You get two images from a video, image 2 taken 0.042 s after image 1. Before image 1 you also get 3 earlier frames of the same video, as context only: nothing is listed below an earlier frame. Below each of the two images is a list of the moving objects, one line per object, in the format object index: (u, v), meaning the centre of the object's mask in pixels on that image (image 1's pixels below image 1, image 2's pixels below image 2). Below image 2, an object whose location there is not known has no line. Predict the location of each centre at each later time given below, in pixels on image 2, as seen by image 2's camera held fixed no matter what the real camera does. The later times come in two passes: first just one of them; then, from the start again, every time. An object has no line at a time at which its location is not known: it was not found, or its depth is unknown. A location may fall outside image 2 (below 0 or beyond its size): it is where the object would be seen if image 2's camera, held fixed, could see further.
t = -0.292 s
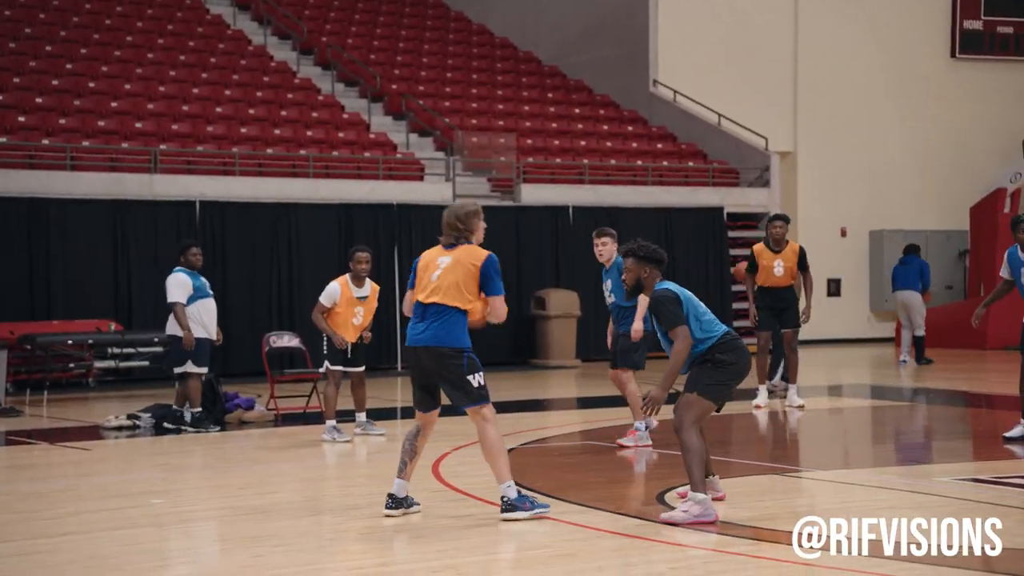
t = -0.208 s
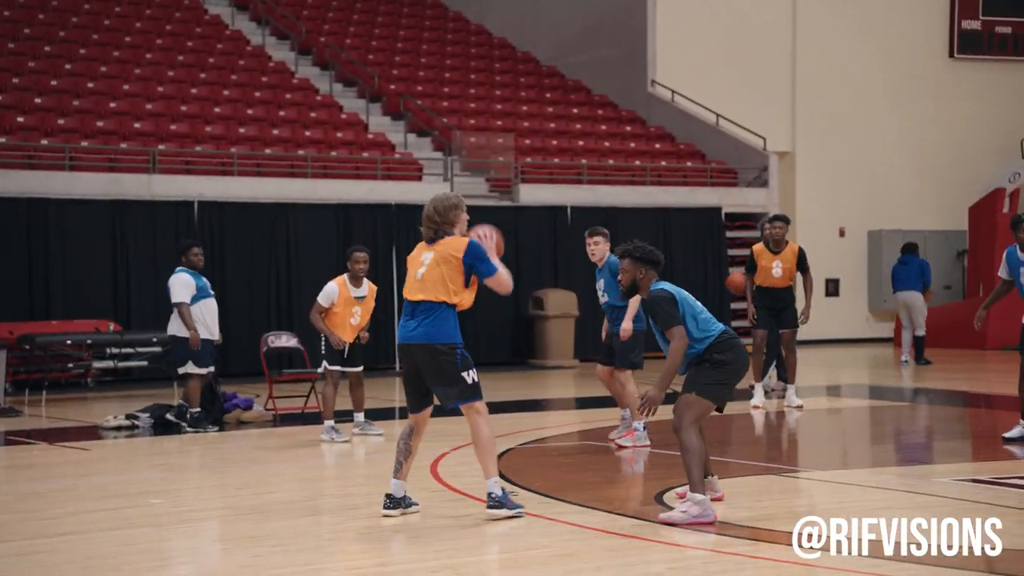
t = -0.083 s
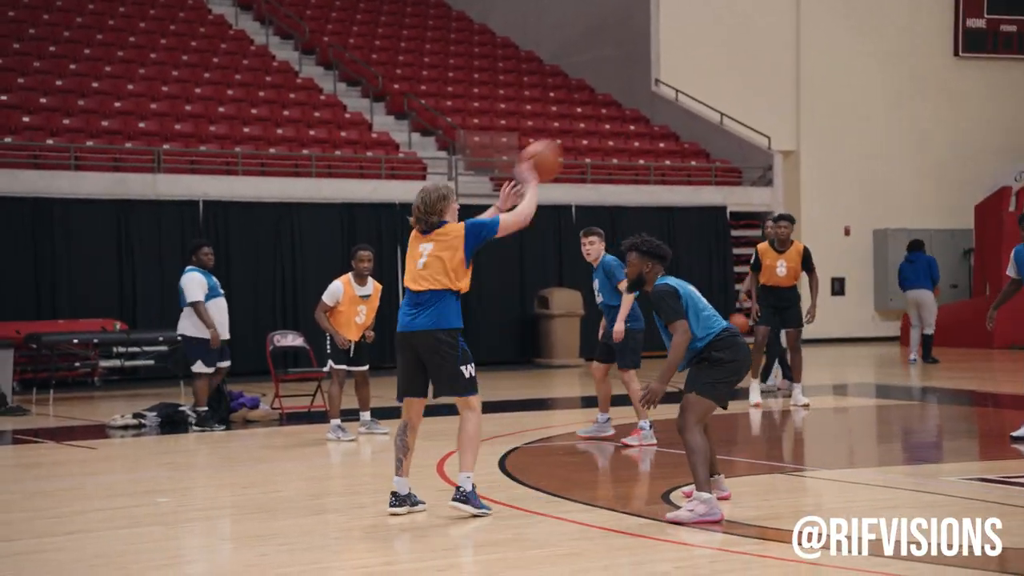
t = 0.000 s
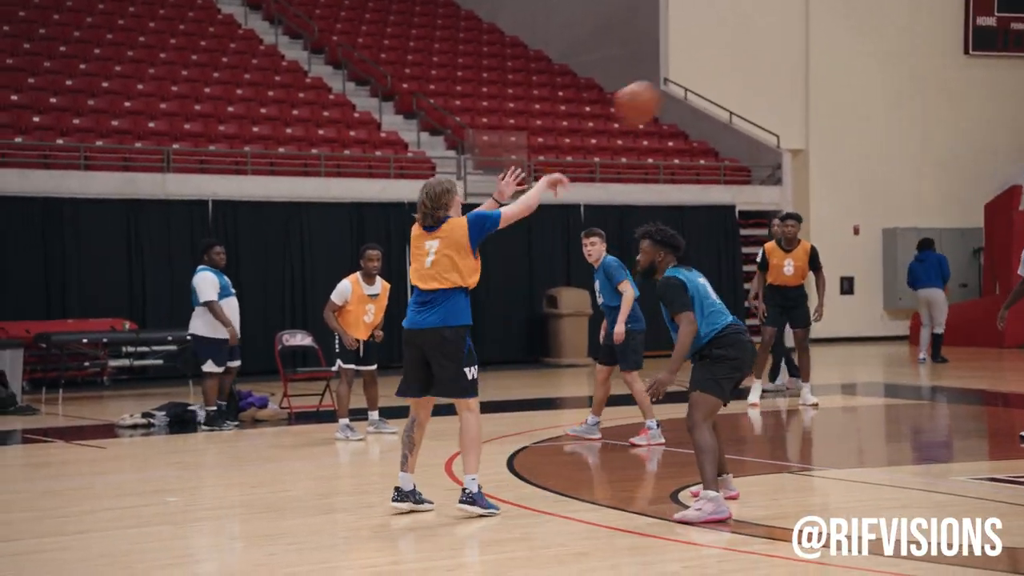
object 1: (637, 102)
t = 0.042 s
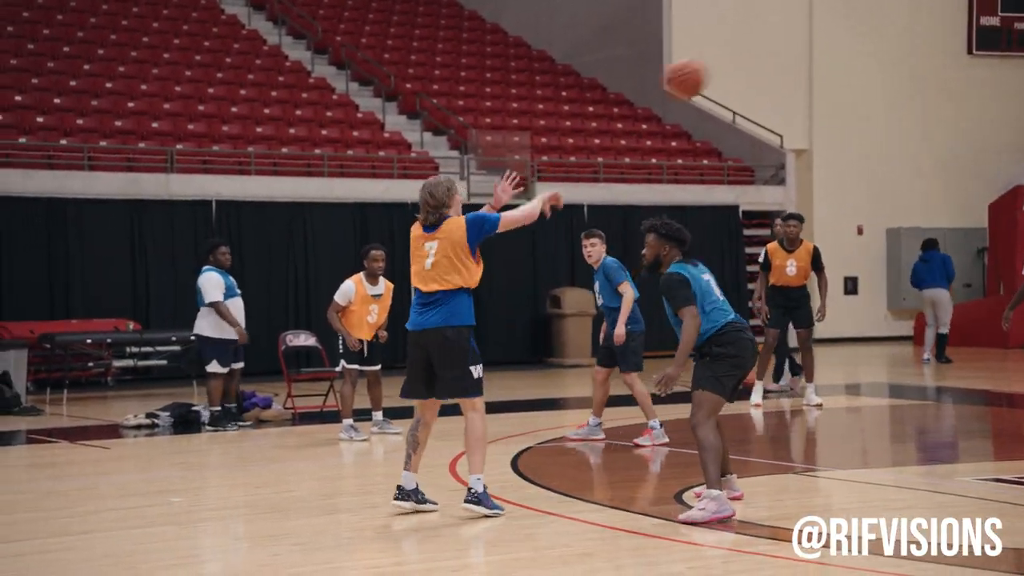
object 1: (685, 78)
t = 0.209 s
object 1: (868, 2)
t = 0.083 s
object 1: (730, 56)
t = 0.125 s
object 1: (776, 34)
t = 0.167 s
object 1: (821, 16)
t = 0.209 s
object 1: (868, 2)
